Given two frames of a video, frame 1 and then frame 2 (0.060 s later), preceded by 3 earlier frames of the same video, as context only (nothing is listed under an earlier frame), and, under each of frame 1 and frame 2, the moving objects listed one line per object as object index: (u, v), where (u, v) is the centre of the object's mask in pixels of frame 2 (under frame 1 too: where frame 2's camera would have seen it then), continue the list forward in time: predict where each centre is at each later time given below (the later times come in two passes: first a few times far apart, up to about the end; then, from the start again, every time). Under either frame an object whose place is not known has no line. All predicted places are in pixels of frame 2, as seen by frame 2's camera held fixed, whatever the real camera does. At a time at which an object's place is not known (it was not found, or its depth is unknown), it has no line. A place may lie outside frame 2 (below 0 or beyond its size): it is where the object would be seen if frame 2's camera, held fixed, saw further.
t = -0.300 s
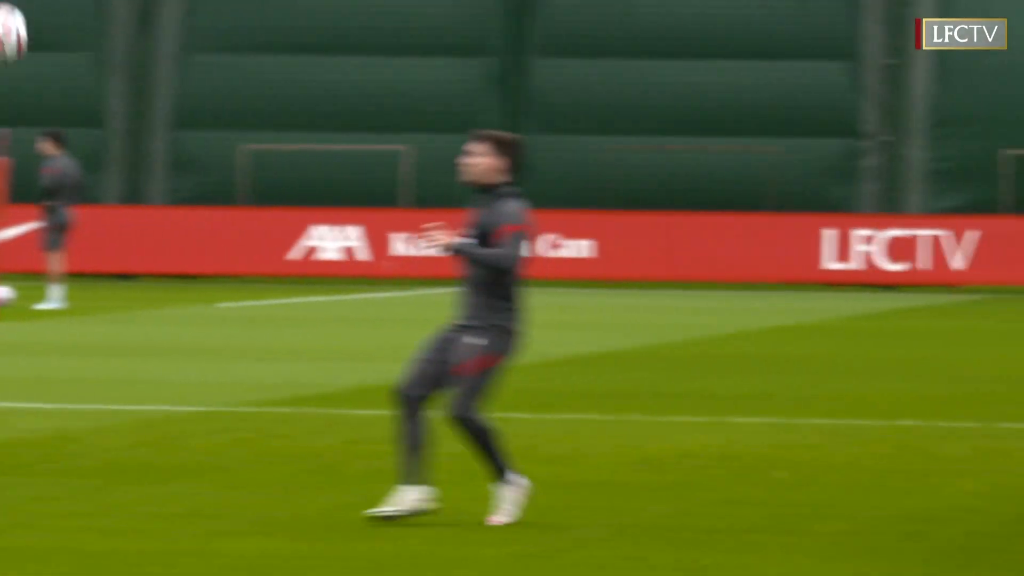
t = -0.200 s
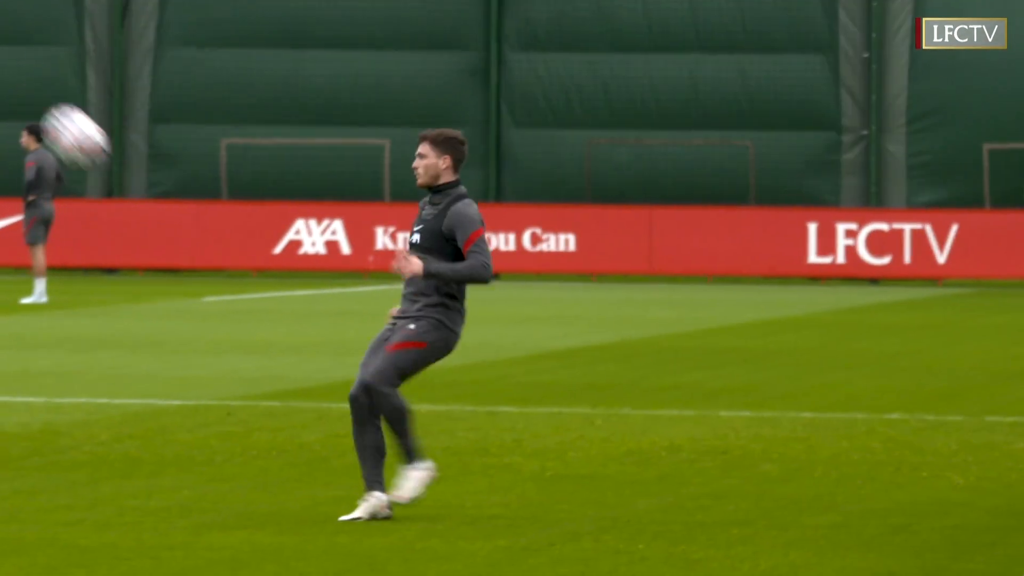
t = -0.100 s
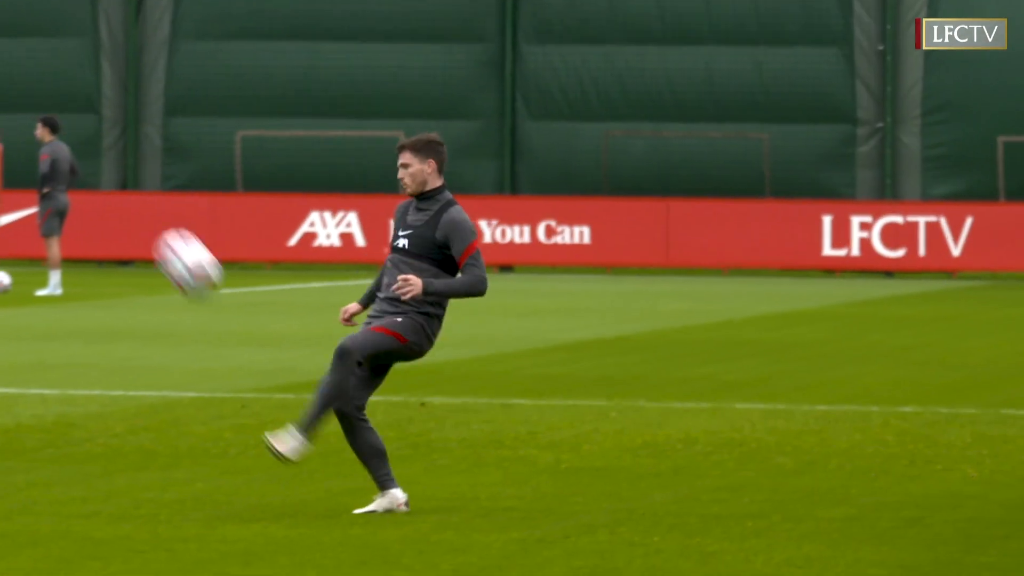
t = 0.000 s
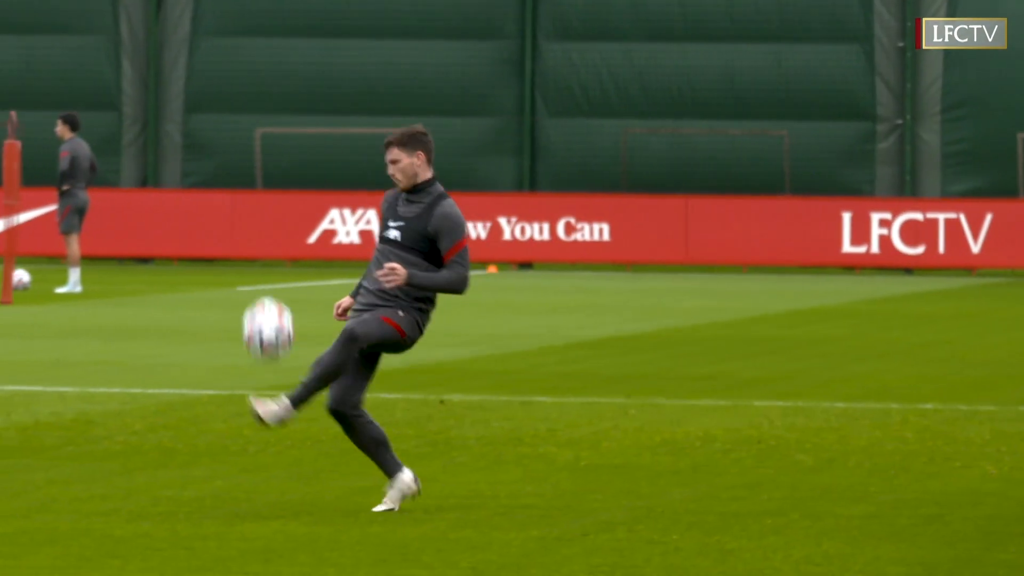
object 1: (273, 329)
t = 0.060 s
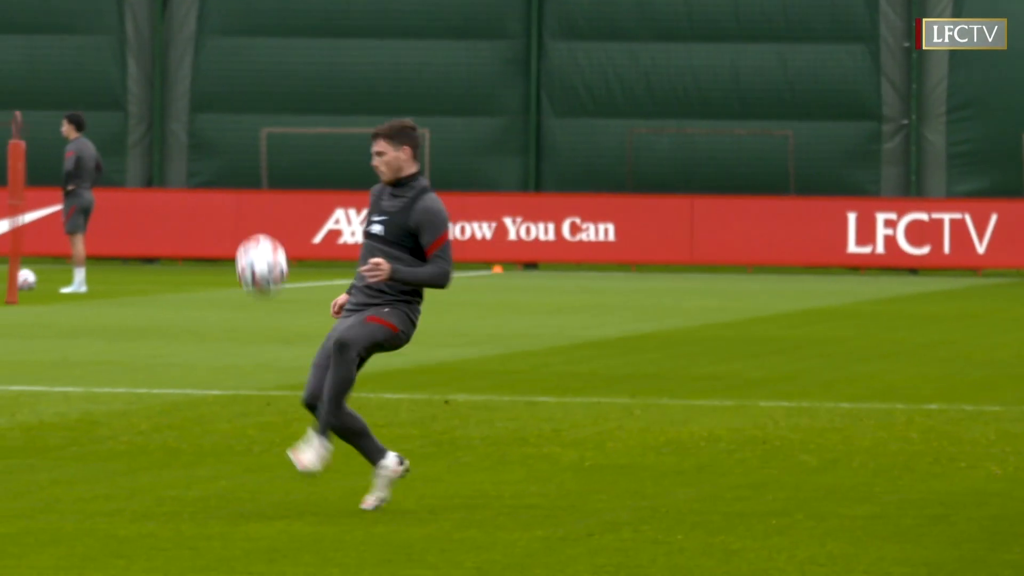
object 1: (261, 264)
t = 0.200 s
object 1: (233, 147)
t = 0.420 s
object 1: (186, 48)
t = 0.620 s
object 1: (139, 52)
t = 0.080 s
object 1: (258, 245)
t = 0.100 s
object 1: (254, 227)
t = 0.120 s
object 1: (250, 210)
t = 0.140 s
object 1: (246, 193)
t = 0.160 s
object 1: (242, 177)
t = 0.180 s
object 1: (237, 160)
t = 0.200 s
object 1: (233, 147)
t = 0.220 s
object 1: (229, 133)
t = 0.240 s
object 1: (225, 121)
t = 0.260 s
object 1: (221, 109)
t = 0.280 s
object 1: (216, 97)
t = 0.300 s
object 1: (212, 87)
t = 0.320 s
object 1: (208, 78)
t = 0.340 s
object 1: (203, 71)
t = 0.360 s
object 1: (199, 63)
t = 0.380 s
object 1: (195, 57)
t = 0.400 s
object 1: (190, 52)
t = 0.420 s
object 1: (186, 48)
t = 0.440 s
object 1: (181, 44)
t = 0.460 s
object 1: (176, 41)
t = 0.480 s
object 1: (172, 39)
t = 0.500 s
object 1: (167, 38)
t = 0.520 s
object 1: (163, 38)
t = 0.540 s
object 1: (158, 39)
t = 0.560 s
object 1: (153, 41)
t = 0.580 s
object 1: (148, 44)
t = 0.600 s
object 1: (144, 47)
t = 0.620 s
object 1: (139, 52)
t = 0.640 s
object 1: (134, 58)
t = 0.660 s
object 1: (129, 64)
